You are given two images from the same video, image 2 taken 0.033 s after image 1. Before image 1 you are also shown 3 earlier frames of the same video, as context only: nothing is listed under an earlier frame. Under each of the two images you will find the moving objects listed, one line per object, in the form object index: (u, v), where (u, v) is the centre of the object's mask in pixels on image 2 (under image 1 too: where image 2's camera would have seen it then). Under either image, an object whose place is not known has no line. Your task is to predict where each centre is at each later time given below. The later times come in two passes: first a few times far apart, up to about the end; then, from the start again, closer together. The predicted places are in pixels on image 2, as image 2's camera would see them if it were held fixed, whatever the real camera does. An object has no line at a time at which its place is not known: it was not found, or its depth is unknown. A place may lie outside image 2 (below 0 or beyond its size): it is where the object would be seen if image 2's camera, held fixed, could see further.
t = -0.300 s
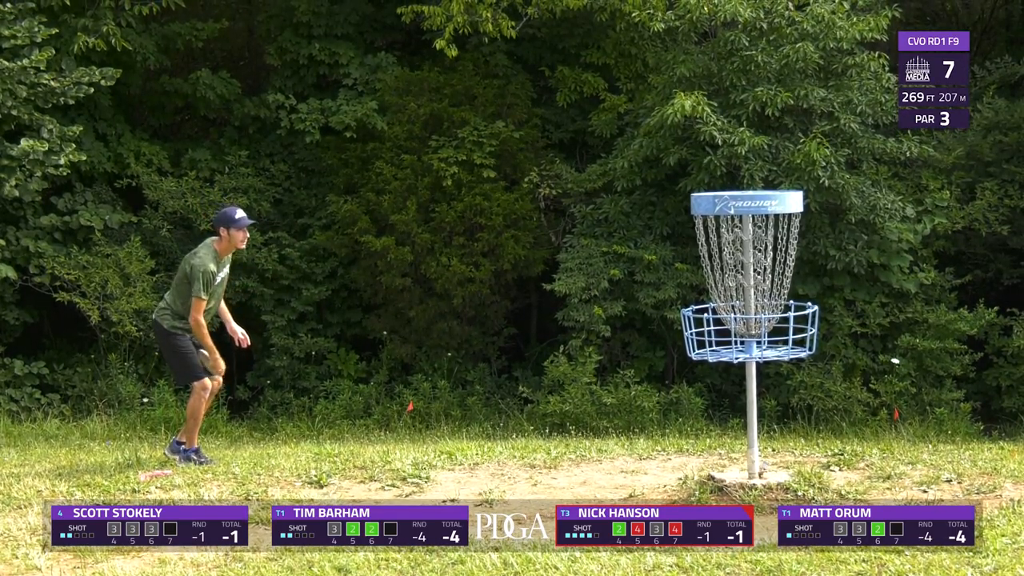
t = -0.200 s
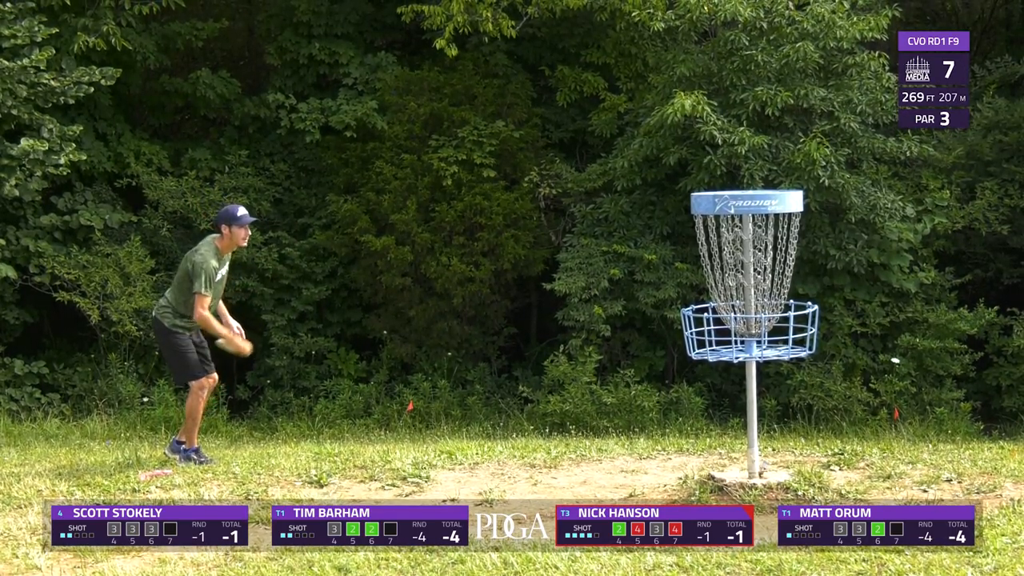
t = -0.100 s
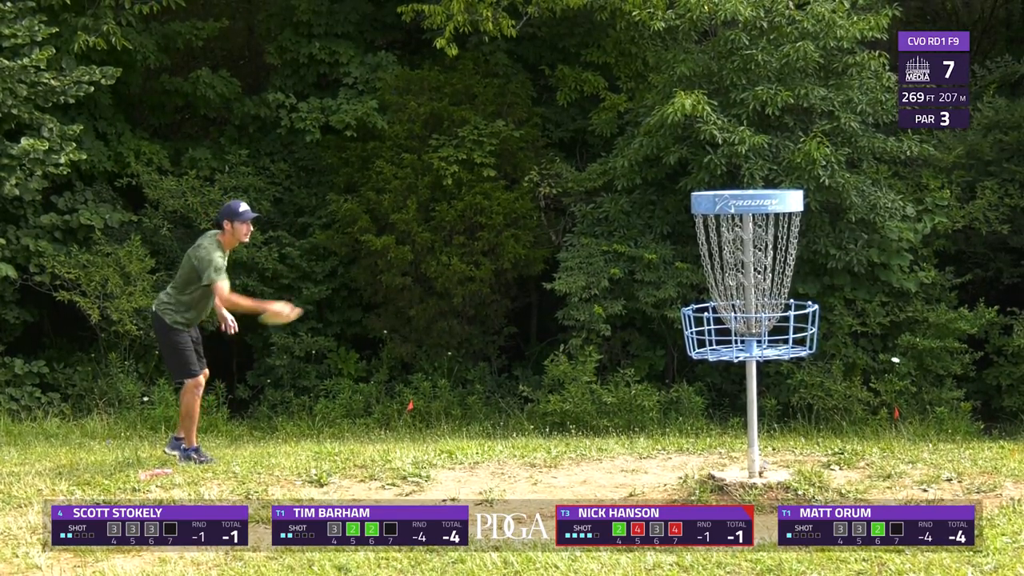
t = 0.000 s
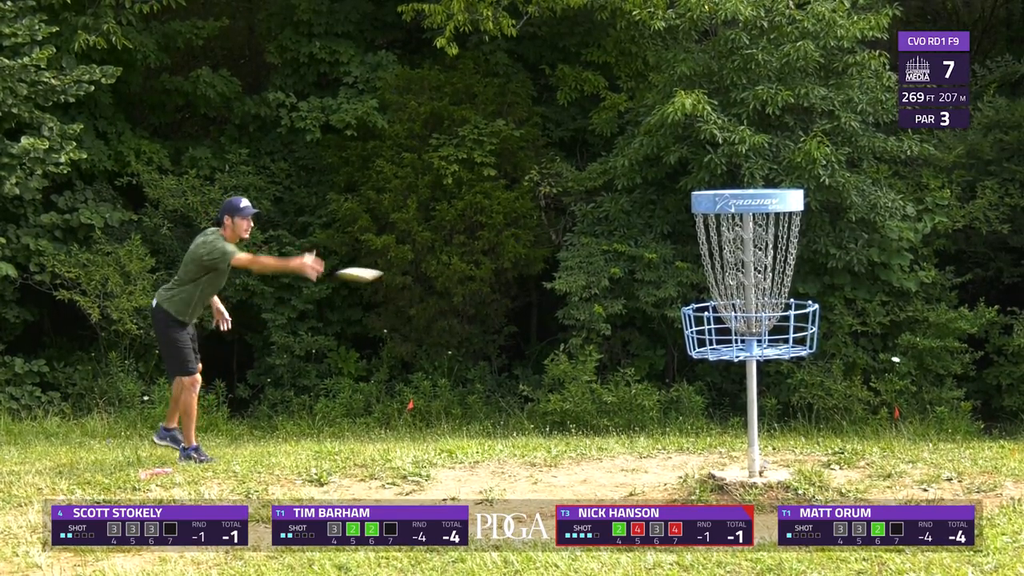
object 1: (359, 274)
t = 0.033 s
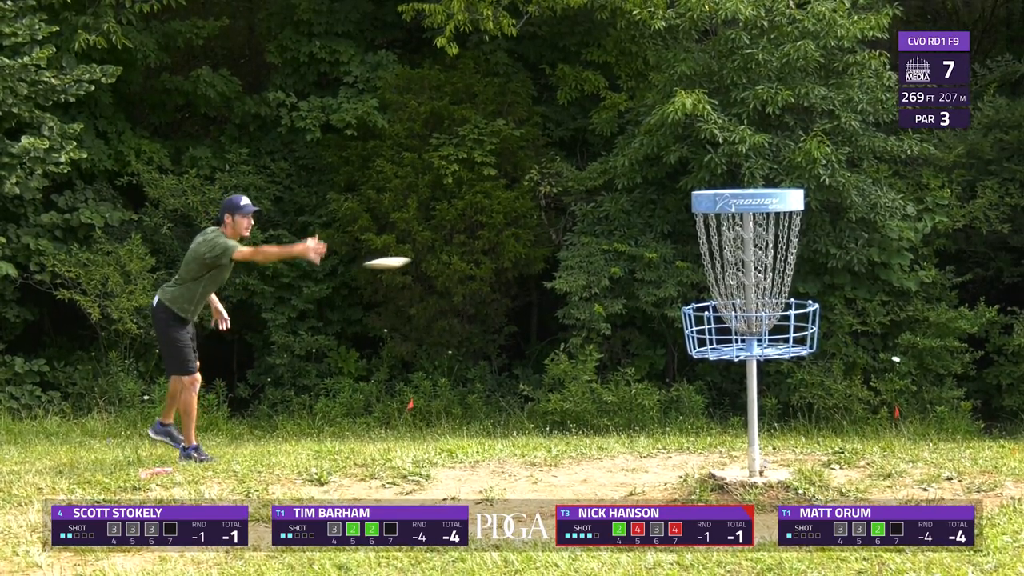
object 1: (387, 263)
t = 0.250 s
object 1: (576, 240)
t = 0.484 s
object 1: (727, 278)
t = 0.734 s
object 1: (720, 324)
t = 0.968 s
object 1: (702, 332)
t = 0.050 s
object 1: (401, 258)
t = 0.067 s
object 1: (415, 254)
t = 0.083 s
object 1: (428, 251)
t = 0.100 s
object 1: (442, 248)
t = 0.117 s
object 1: (456, 245)
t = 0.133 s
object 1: (471, 243)
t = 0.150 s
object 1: (486, 241)
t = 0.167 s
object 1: (501, 240)
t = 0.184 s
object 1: (516, 239)
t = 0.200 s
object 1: (532, 239)
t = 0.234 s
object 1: (562, 239)
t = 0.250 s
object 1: (576, 240)
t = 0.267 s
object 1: (592, 241)
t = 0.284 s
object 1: (609, 243)
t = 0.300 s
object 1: (625, 245)
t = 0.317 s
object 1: (642, 248)
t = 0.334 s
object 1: (657, 251)
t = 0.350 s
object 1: (674, 254)
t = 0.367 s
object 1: (689, 258)
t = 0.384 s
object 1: (703, 261)
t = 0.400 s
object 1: (708, 265)
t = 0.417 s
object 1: (717, 267)
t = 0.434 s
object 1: (722, 269)
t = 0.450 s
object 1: (726, 272)
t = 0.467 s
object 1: (727, 274)
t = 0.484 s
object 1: (727, 278)
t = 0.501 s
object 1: (727, 281)
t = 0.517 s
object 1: (728, 284)
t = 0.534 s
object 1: (728, 288)
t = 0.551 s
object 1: (729, 293)
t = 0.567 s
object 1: (728, 297)
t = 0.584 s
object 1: (728, 302)
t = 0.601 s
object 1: (729, 310)
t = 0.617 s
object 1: (728, 315)
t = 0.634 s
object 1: (728, 321)
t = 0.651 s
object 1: (723, 332)
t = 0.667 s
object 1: (725, 331)
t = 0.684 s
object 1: (724, 329)
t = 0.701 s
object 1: (721, 326)
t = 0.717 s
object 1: (720, 325)
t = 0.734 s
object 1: (720, 324)
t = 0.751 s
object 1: (716, 324)
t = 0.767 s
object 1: (715, 325)
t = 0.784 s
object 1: (713, 327)
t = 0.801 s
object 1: (710, 329)
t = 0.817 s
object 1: (708, 329)
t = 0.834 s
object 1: (705, 329)
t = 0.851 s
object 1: (704, 329)
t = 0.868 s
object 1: (703, 329)
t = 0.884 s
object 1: (702, 329)
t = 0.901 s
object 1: (701, 330)
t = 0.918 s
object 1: (700, 331)
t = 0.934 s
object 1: (701, 331)
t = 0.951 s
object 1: (701, 332)
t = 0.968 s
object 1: (702, 332)
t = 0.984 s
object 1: (702, 332)
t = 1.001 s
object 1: (703, 332)
